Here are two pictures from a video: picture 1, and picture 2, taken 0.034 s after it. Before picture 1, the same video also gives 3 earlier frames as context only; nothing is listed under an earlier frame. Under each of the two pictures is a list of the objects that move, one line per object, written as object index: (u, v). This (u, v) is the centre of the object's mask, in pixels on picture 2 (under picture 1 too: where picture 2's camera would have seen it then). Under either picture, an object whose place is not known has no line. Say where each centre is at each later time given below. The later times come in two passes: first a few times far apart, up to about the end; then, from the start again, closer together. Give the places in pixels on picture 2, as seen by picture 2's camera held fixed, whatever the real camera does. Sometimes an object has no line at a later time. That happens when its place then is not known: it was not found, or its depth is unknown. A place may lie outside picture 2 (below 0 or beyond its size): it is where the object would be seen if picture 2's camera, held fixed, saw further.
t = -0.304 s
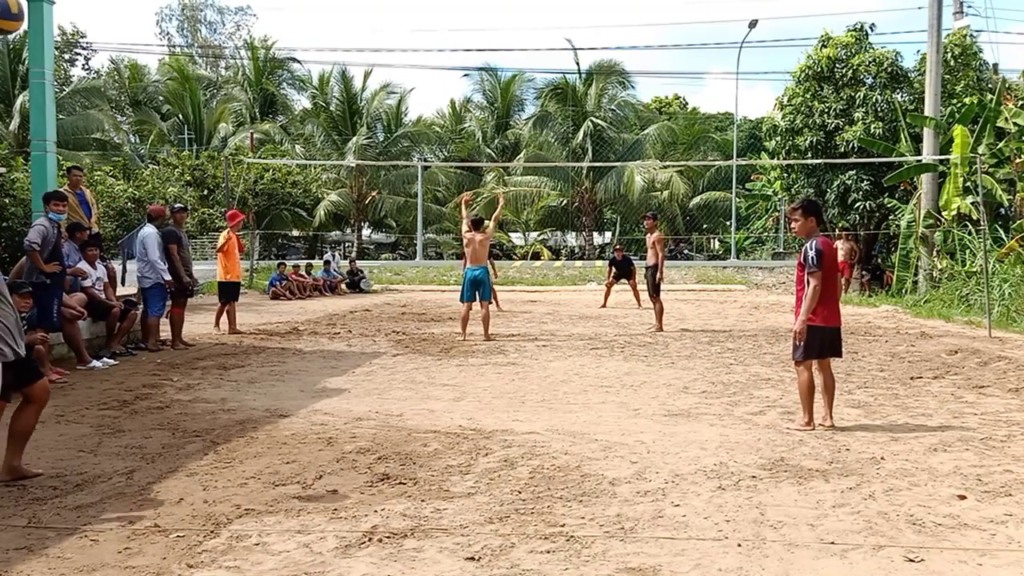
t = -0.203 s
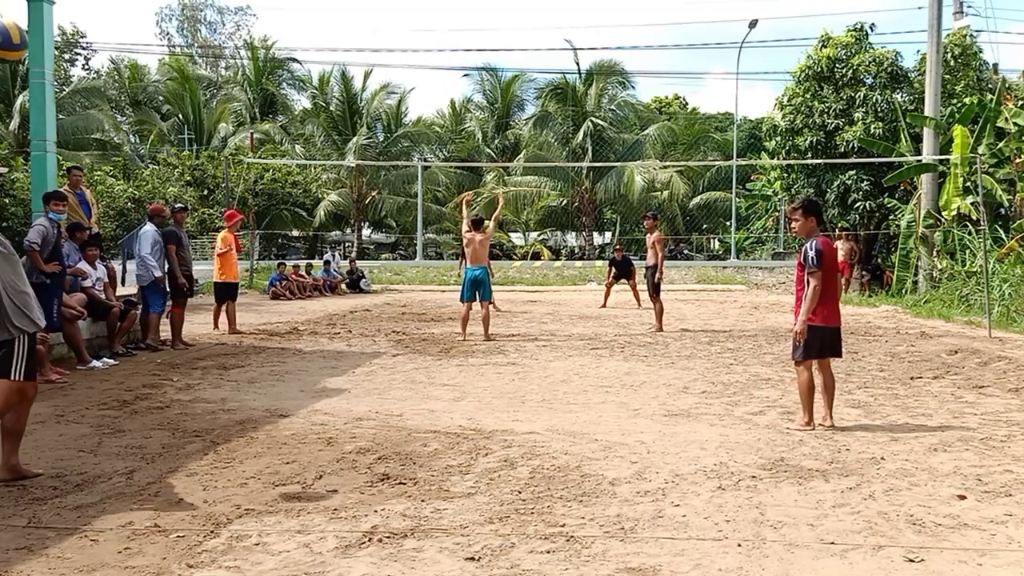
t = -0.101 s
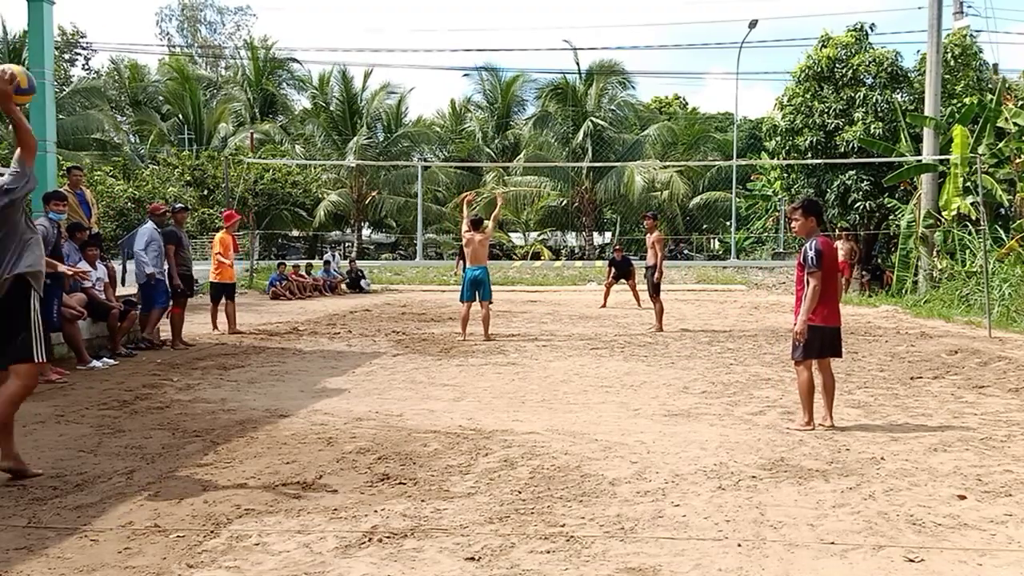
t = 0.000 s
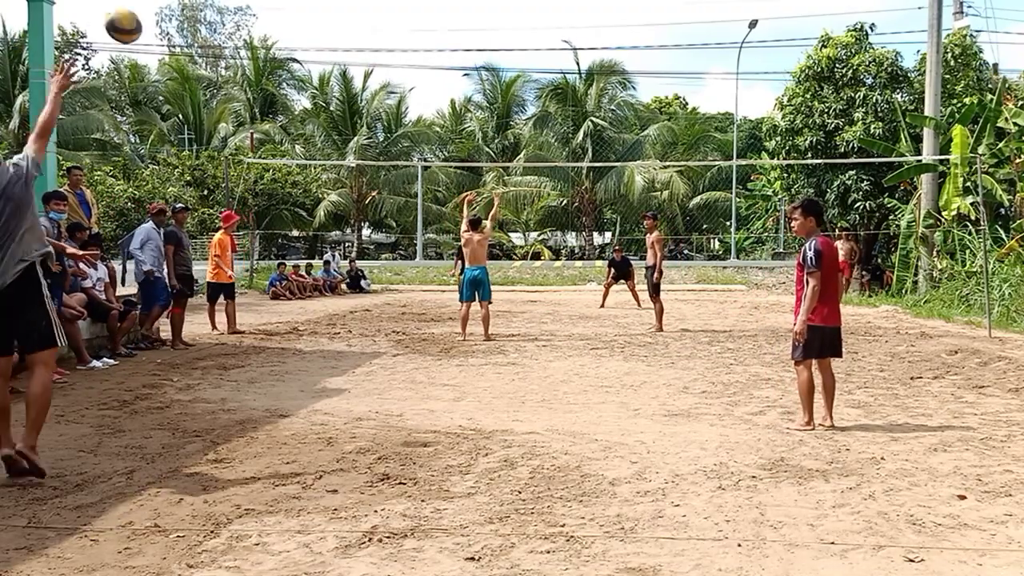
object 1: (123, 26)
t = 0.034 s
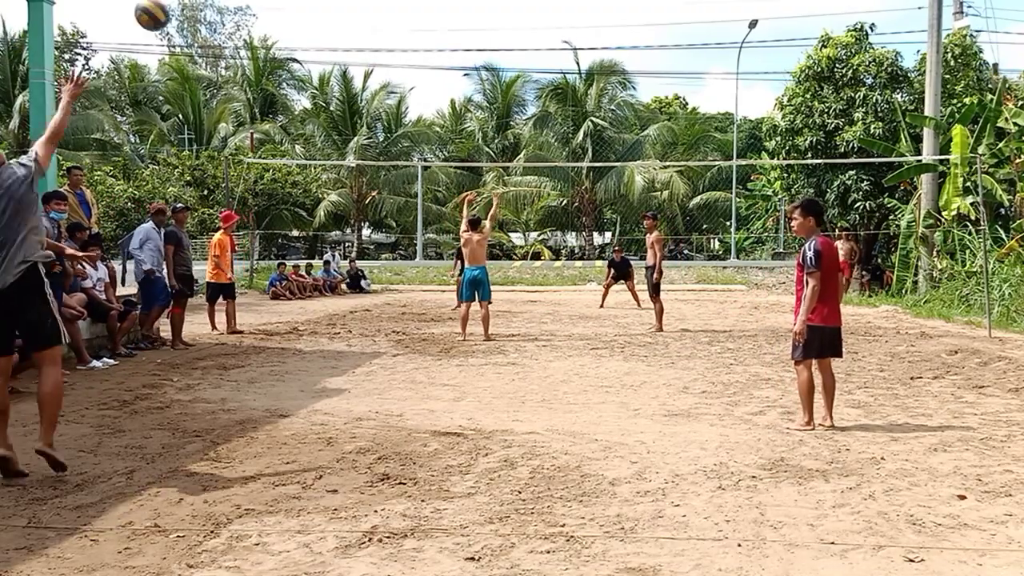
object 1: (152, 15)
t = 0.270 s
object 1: (286, 7)
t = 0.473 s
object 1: (351, 46)
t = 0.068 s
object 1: (178, 10)
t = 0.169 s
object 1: (240, 5)
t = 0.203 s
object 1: (257, 5)
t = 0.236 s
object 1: (272, 6)
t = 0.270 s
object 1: (286, 7)
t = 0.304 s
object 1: (299, 10)
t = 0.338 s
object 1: (311, 15)
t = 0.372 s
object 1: (322, 22)
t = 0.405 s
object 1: (333, 29)
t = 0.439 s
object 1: (342, 36)
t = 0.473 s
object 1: (351, 46)
